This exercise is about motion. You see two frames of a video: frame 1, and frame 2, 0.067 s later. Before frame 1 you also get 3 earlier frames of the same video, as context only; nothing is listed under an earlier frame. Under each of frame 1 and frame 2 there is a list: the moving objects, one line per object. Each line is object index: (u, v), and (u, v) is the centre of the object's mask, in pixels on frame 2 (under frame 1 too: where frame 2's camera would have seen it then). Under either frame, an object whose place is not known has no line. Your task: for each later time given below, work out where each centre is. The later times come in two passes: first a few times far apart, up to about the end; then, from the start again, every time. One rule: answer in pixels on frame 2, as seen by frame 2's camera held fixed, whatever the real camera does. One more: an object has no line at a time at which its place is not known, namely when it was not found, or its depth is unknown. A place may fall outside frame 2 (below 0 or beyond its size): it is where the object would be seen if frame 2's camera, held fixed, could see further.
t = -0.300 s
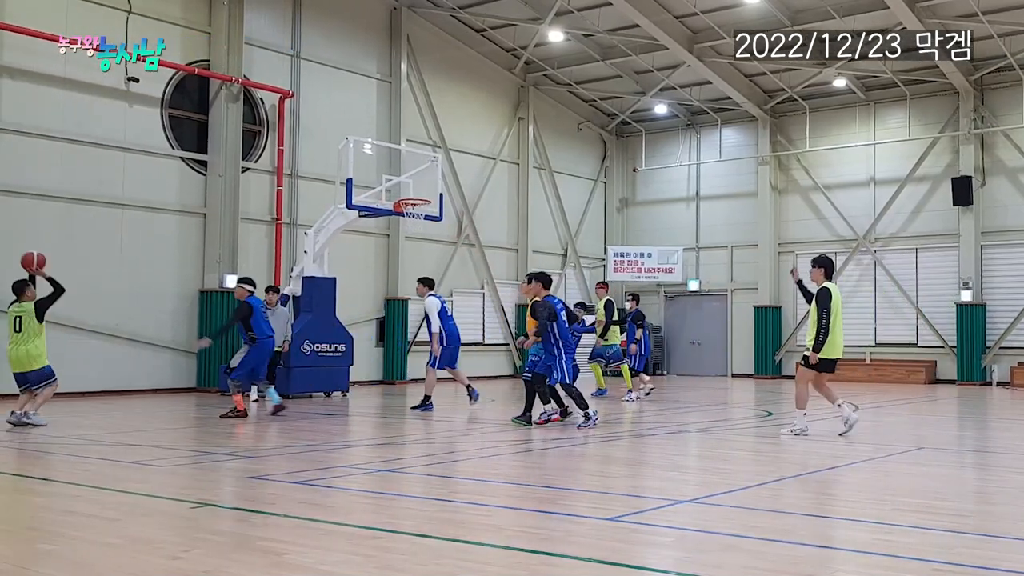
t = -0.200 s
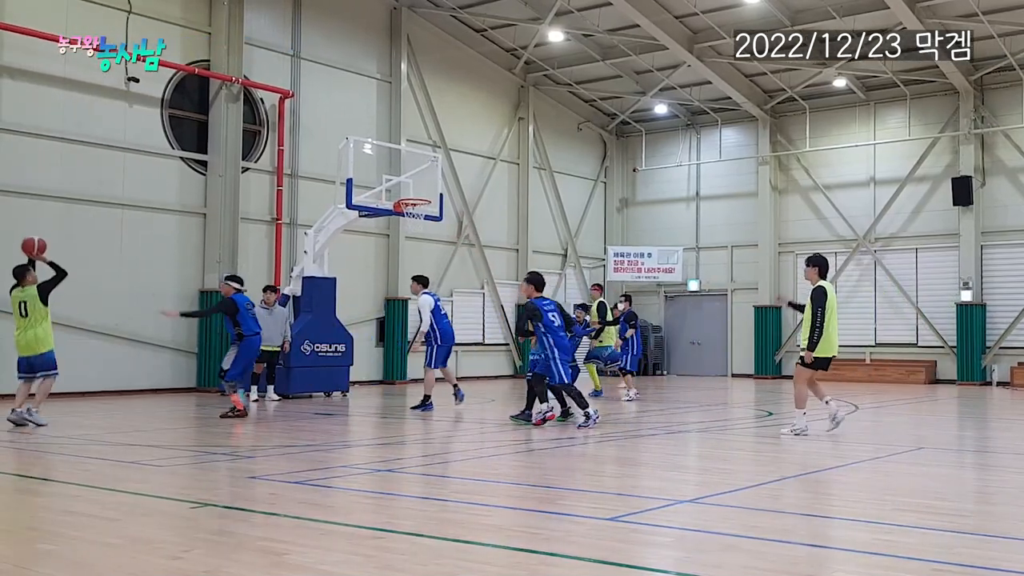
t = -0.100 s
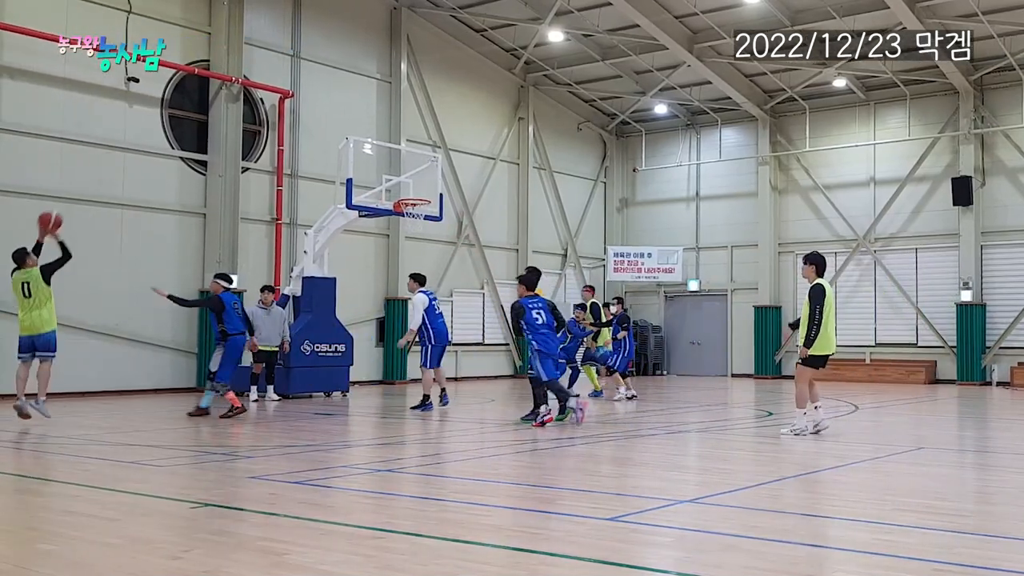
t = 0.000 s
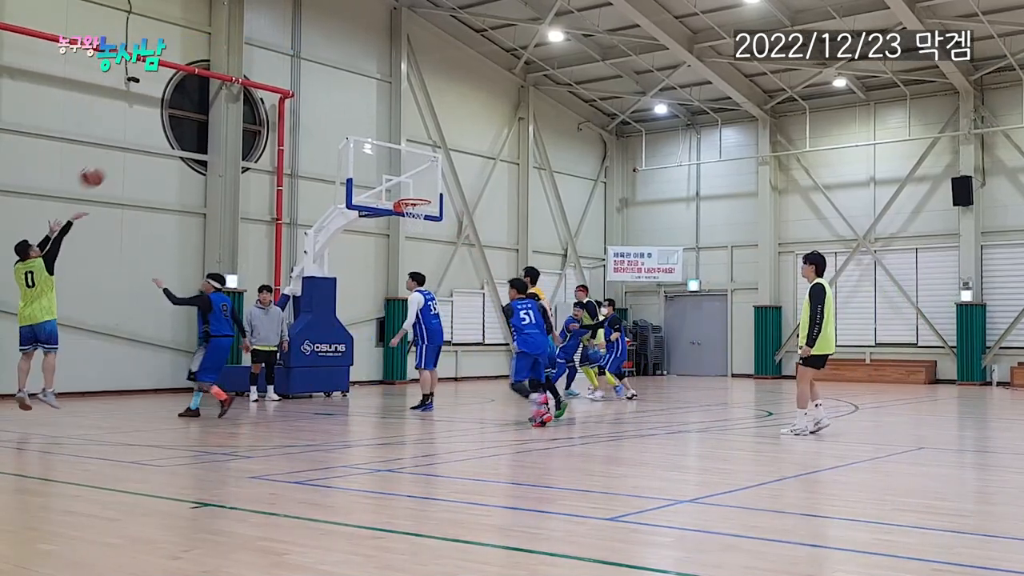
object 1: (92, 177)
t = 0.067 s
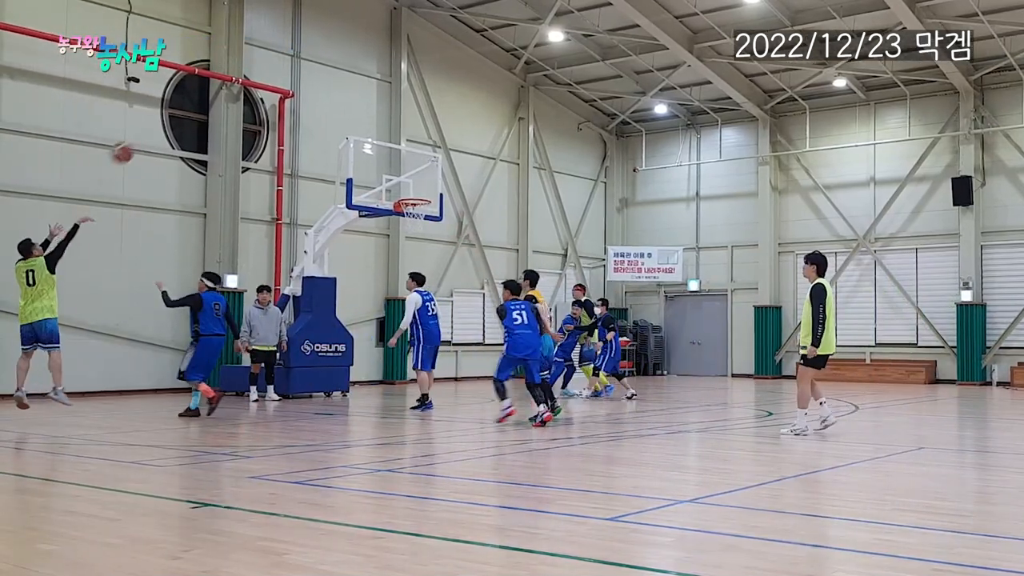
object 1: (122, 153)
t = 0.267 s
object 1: (202, 106)
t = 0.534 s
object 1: (291, 100)
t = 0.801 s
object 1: (365, 141)
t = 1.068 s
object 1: (427, 218)
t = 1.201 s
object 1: (434, 236)
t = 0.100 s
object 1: (136, 142)
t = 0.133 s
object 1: (150, 133)
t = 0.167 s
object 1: (164, 124)
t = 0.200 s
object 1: (177, 118)
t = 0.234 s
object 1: (190, 111)
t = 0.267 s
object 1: (202, 106)
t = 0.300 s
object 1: (213, 103)
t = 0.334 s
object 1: (226, 99)
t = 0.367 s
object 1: (238, 97)
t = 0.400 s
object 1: (249, 97)
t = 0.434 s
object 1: (260, 96)
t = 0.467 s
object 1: (270, 96)
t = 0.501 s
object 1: (281, 98)
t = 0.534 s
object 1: (291, 100)
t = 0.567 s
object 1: (301, 103)
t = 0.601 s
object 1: (311, 106)
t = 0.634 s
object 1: (320, 110)
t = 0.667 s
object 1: (330, 115)
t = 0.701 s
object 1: (339, 120)
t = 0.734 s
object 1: (348, 126)
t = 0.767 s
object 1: (357, 133)
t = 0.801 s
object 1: (365, 141)
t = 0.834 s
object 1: (374, 149)
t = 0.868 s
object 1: (382, 157)
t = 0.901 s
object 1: (390, 166)
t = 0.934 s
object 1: (398, 176)
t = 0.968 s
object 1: (405, 186)
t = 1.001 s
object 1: (413, 195)
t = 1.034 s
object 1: (420, 208)
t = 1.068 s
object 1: (427, 218)
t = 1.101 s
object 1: (429, 222)
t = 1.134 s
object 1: (431, 225)
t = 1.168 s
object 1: (432, 230)
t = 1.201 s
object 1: (434, 236)
